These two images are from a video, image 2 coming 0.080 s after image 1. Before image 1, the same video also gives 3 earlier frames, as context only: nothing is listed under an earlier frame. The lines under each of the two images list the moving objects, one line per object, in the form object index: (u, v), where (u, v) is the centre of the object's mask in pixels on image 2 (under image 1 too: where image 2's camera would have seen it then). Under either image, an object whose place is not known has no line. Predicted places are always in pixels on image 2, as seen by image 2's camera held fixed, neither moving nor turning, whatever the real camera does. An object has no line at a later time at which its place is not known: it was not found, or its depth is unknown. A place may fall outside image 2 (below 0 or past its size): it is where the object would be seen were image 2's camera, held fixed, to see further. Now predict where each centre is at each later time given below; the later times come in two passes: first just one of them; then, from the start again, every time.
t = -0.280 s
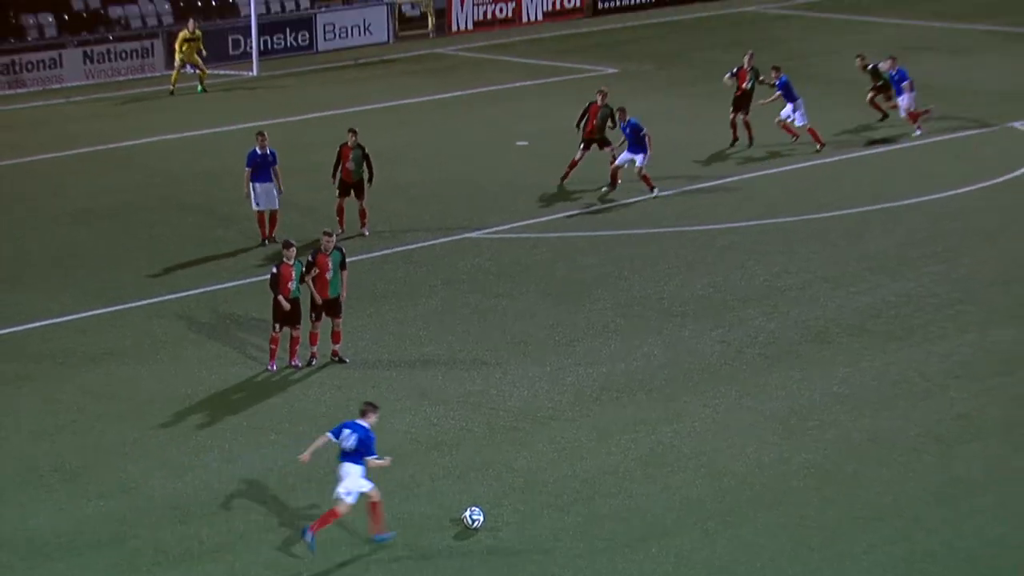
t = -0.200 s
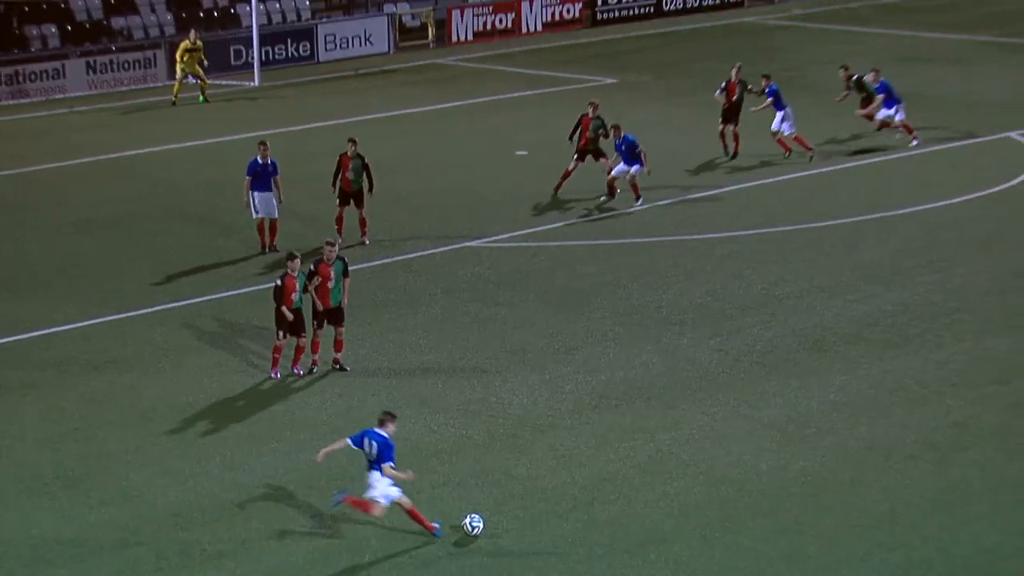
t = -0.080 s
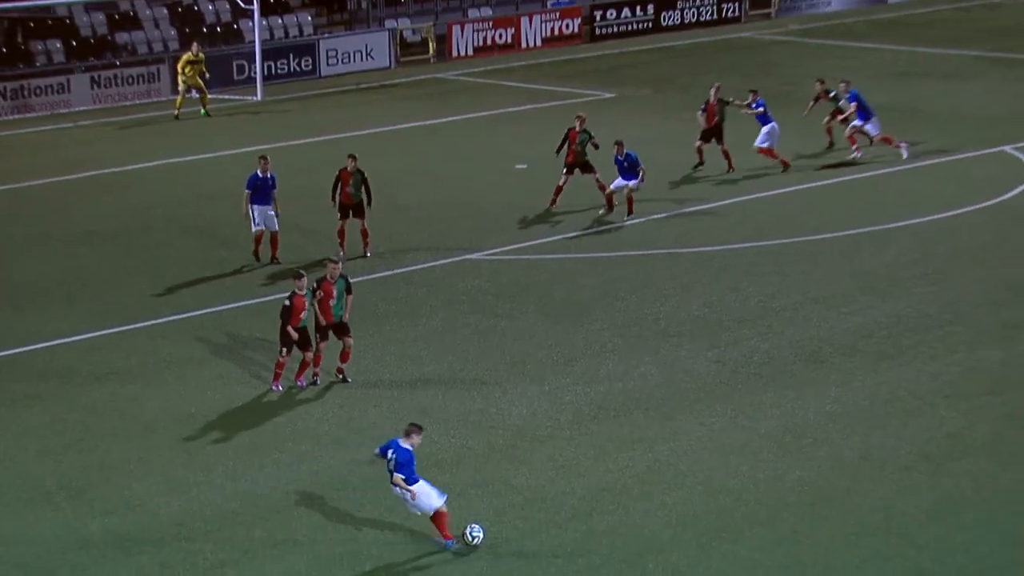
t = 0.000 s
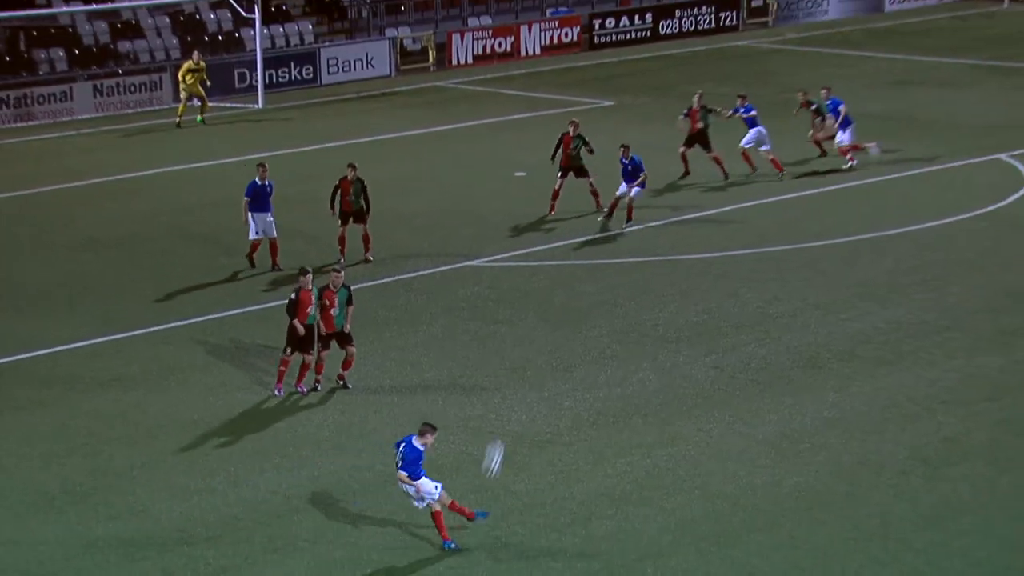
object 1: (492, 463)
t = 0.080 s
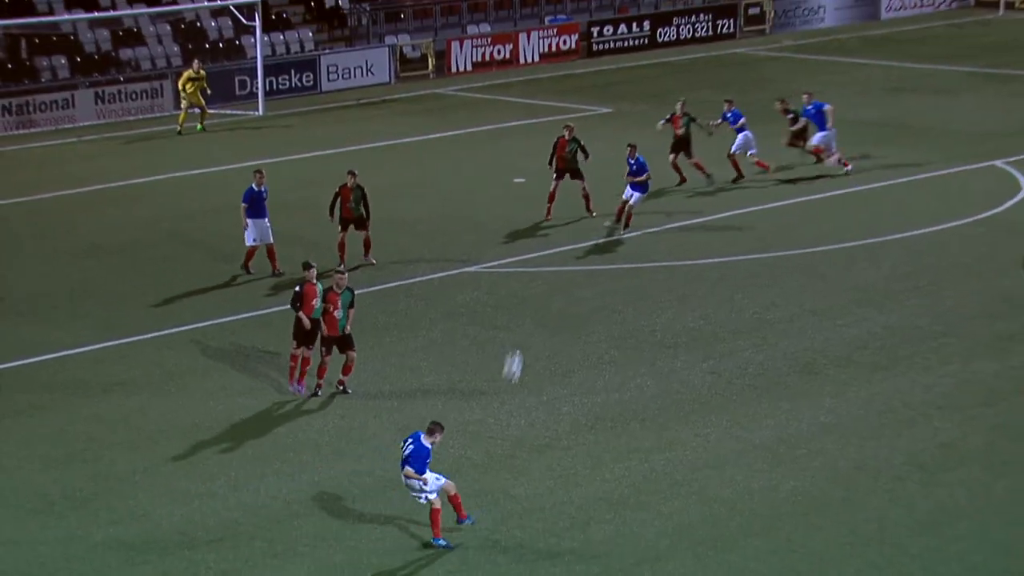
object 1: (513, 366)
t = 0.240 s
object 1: (536, 217)
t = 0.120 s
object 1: (520, 323)
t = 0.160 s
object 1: (527, 284)
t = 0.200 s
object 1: (532, 248)
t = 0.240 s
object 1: (536, 217)
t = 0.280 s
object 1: (538, 186)
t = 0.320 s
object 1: (539, 160)
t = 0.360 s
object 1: (541, 133)
